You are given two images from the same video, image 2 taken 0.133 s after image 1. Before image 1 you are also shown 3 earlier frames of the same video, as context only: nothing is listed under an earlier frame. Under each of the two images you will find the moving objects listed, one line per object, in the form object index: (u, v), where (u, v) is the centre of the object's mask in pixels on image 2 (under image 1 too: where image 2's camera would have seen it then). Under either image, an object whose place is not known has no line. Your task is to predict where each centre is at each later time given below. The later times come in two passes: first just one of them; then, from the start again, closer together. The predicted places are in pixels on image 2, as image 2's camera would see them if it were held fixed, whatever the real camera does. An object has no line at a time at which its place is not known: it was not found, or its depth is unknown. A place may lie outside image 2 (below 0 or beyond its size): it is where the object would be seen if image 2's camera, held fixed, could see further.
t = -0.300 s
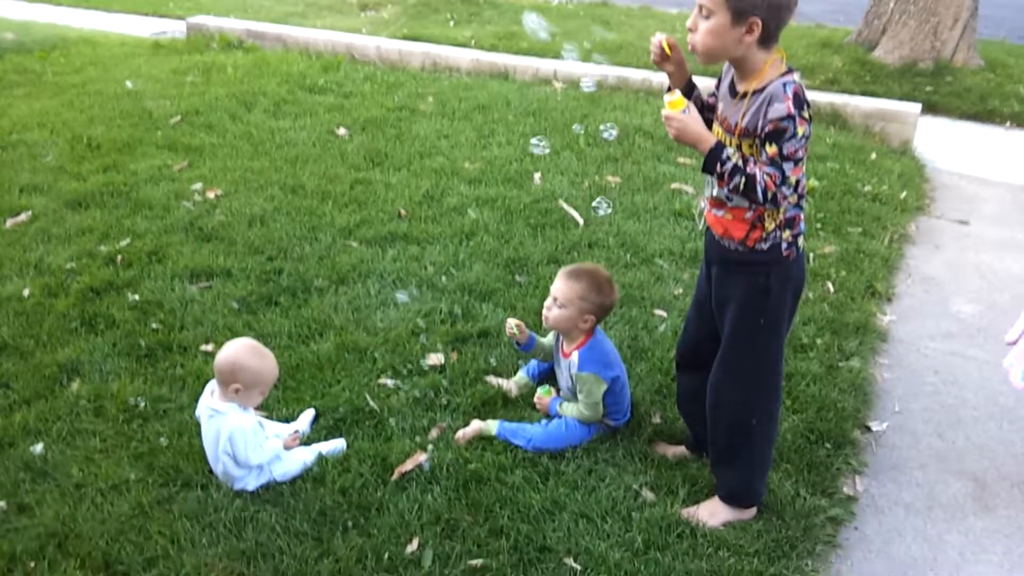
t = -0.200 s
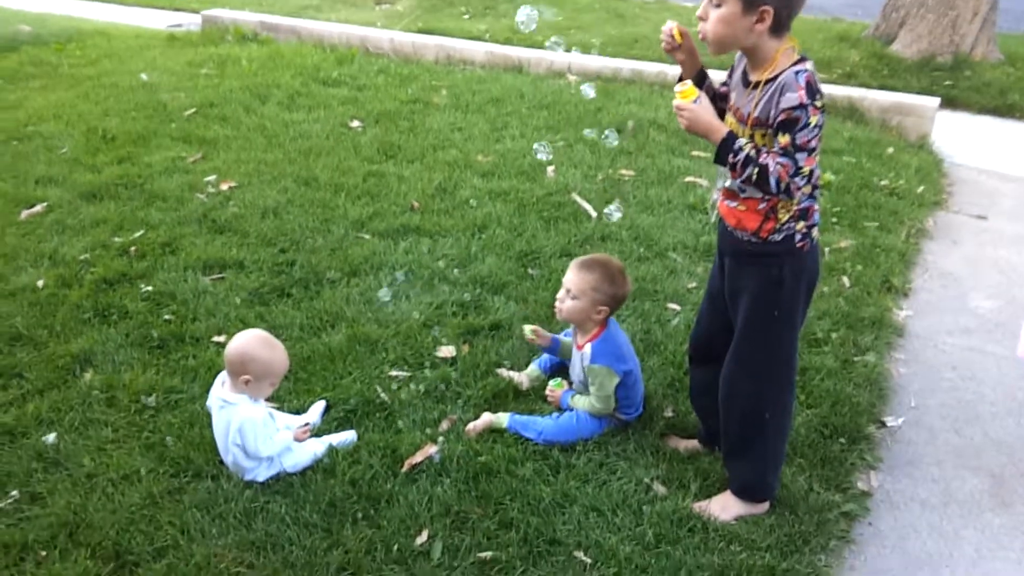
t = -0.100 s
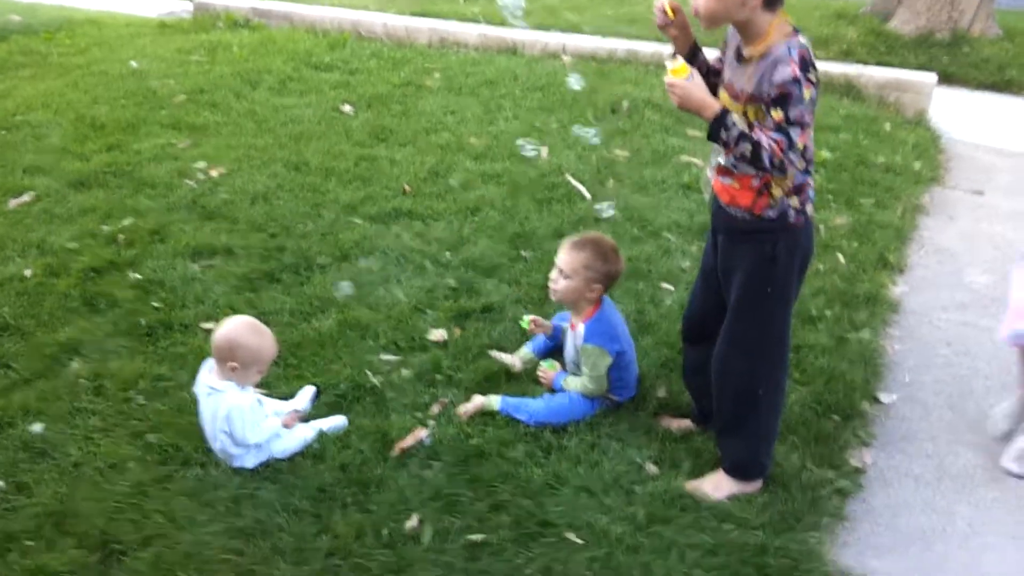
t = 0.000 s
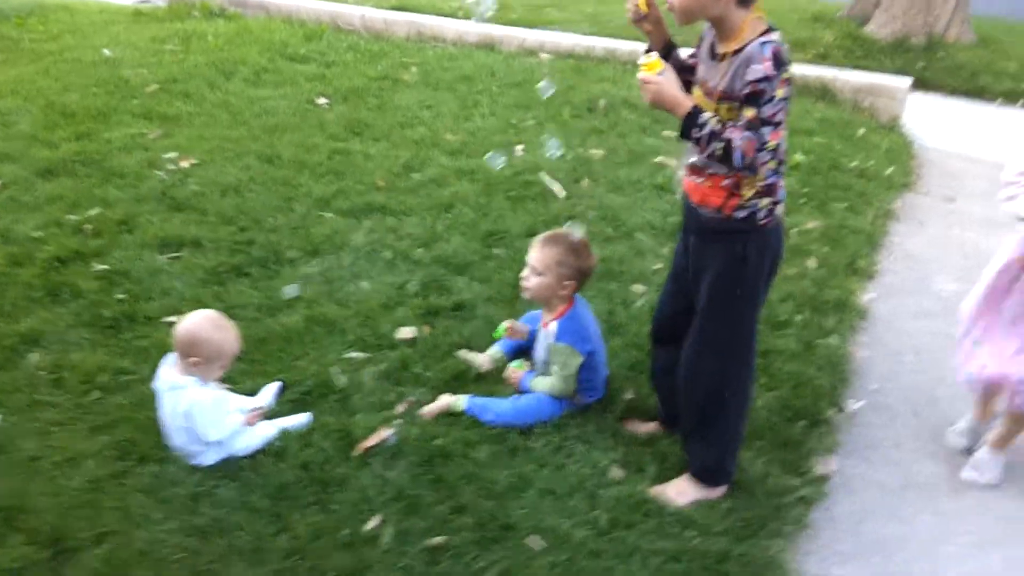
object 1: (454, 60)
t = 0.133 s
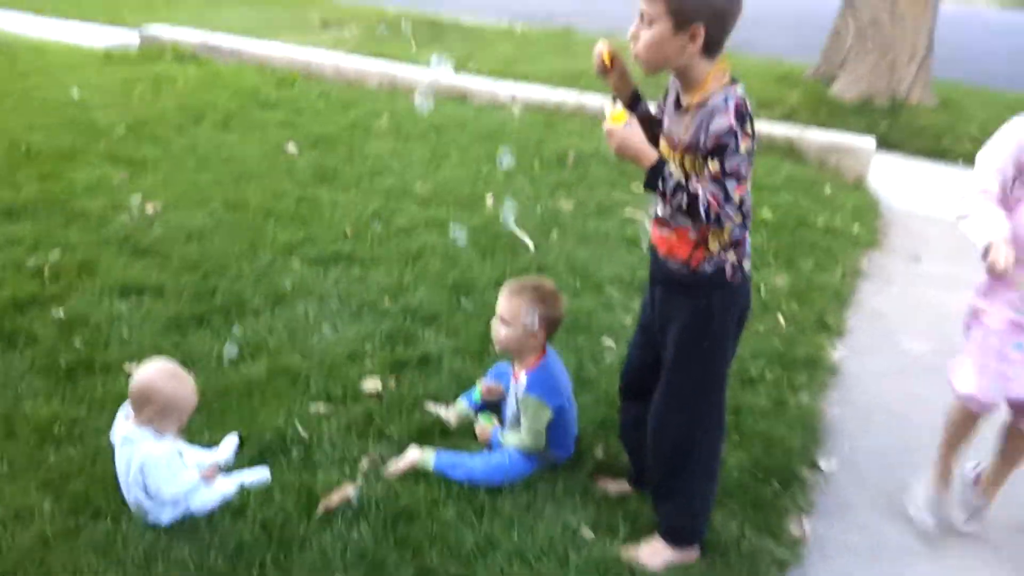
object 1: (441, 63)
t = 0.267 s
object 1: (428, 87)
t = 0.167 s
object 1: (436, 67)
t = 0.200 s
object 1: (436, 76)
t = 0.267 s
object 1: (428, 87)
